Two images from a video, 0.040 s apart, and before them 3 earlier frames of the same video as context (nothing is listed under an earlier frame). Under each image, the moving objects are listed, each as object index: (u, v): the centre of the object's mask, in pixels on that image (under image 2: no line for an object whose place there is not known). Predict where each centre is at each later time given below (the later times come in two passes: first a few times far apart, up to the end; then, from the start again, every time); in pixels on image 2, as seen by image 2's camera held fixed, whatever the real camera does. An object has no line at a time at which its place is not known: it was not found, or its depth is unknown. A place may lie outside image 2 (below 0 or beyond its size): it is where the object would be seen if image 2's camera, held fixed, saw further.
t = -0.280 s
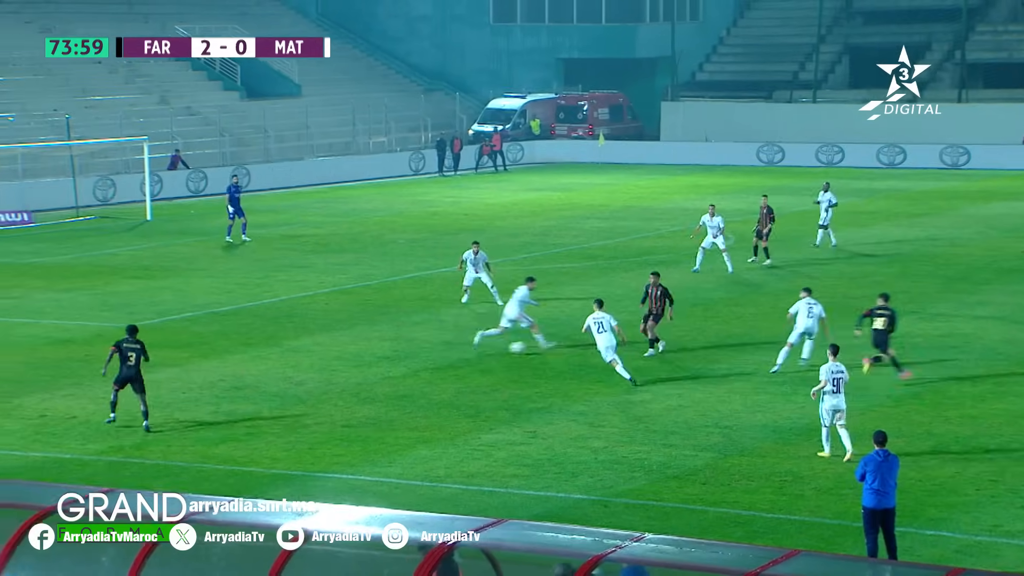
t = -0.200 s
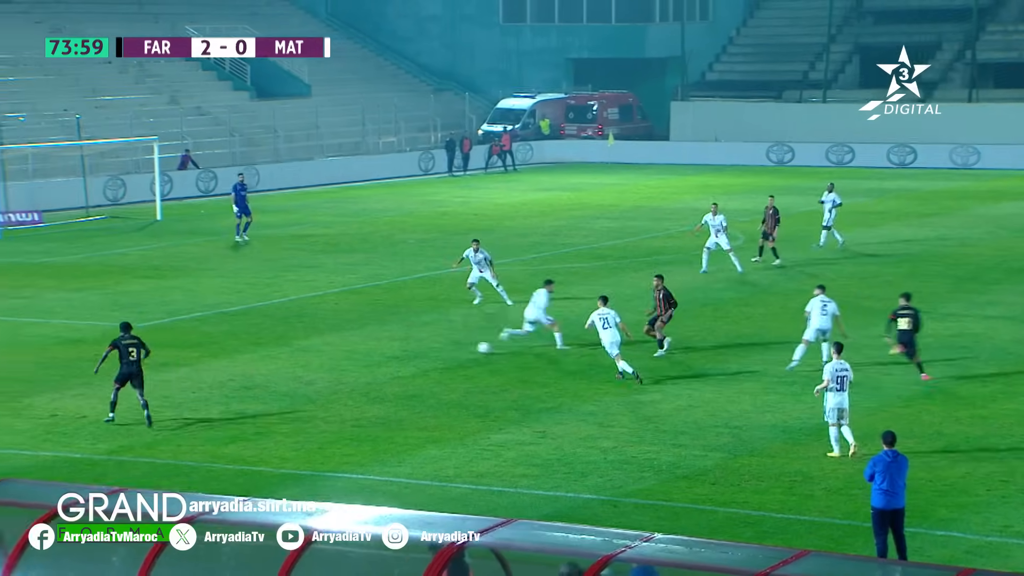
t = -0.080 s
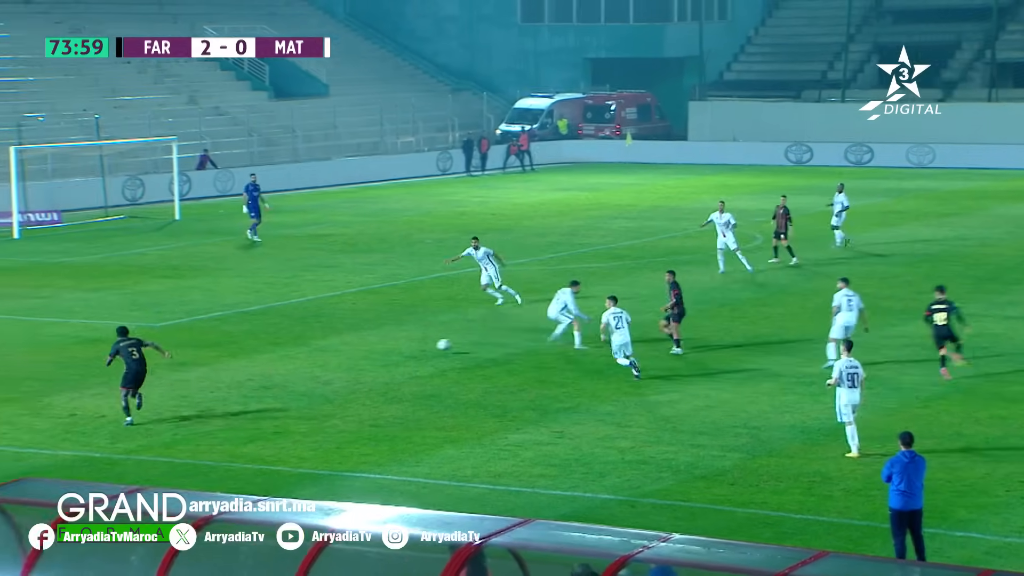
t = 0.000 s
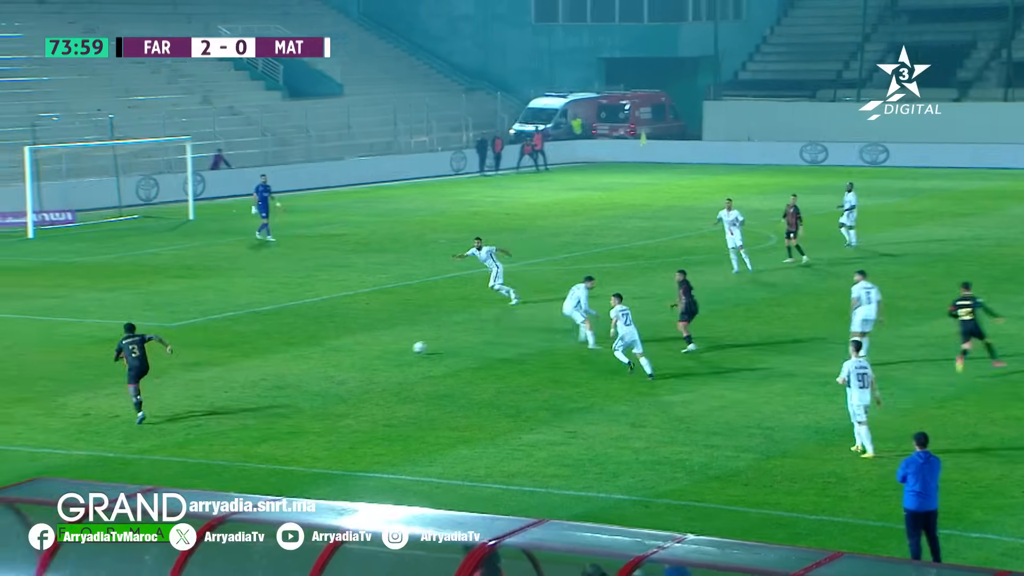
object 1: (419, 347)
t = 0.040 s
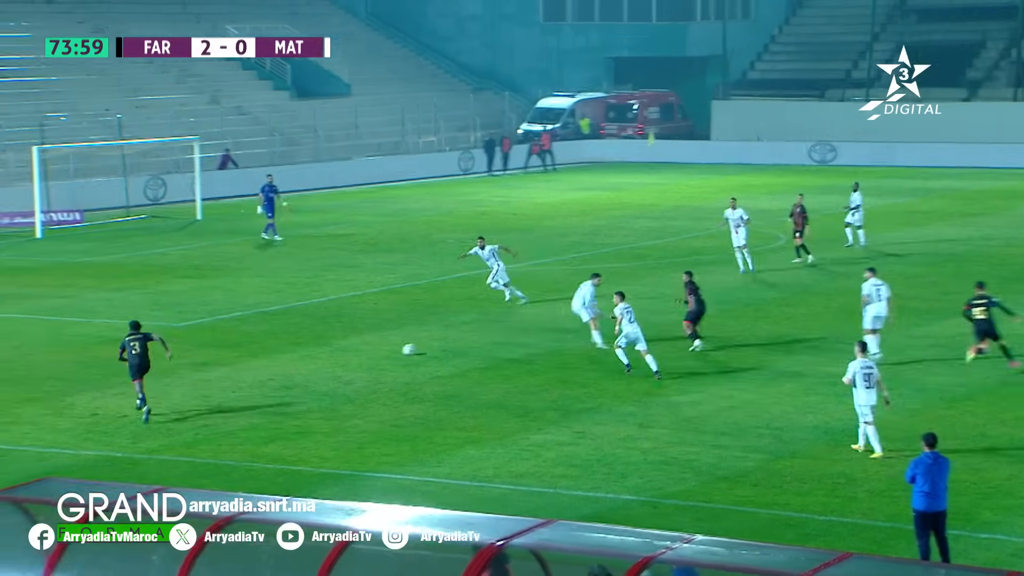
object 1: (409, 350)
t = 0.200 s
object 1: (345, 346)
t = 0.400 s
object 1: (277, 346)
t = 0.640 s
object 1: (206, 347)
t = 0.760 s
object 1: (173, 347)
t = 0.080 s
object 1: (391, 349)
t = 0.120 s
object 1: (376, 347)
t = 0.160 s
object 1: (361, 346)
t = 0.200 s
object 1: (345, 346)
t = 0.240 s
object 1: (329, 347)
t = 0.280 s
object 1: (314, 349)
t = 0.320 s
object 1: (301, 348)
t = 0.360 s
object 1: (289, 347)
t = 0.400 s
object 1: (277, 346)
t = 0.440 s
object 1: (265, 346)
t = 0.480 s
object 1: (252, 347)
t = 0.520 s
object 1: (241, 348)
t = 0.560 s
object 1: (229, 347)
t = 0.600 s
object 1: (218, 347)
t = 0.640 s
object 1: (206, 347)
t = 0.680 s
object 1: (195, 348)
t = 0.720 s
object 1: (184, 347)
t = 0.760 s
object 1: (173, 347)
